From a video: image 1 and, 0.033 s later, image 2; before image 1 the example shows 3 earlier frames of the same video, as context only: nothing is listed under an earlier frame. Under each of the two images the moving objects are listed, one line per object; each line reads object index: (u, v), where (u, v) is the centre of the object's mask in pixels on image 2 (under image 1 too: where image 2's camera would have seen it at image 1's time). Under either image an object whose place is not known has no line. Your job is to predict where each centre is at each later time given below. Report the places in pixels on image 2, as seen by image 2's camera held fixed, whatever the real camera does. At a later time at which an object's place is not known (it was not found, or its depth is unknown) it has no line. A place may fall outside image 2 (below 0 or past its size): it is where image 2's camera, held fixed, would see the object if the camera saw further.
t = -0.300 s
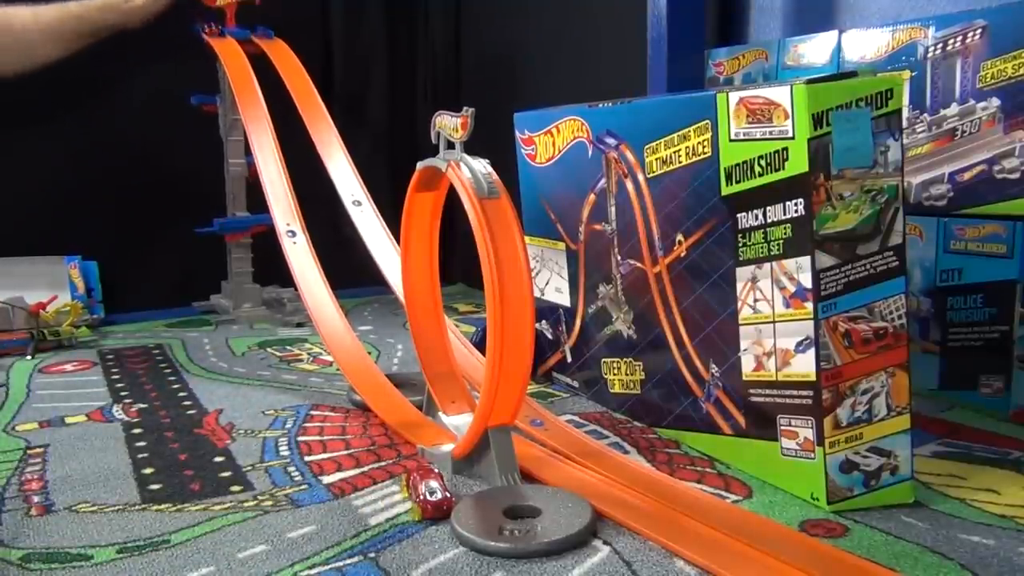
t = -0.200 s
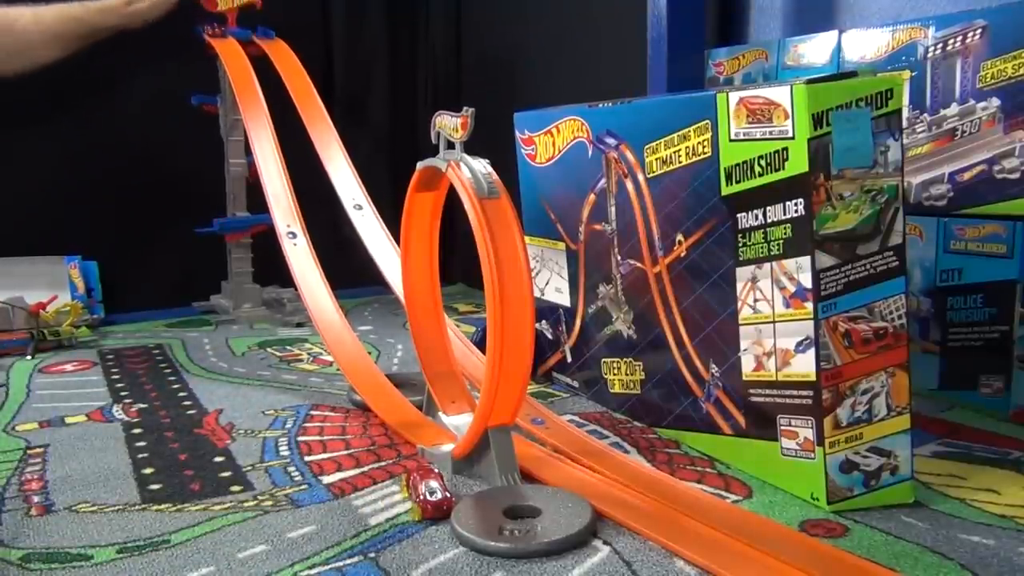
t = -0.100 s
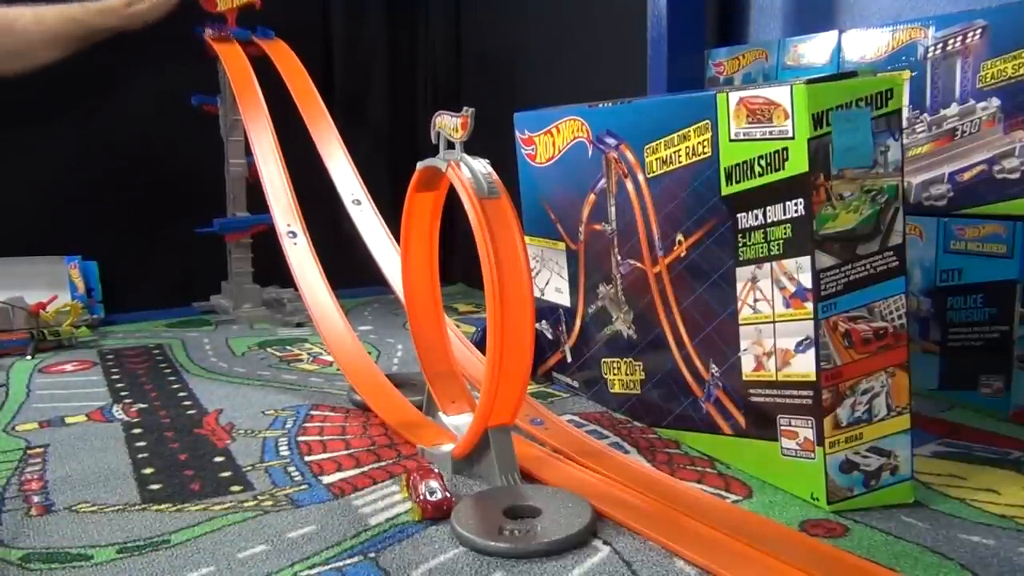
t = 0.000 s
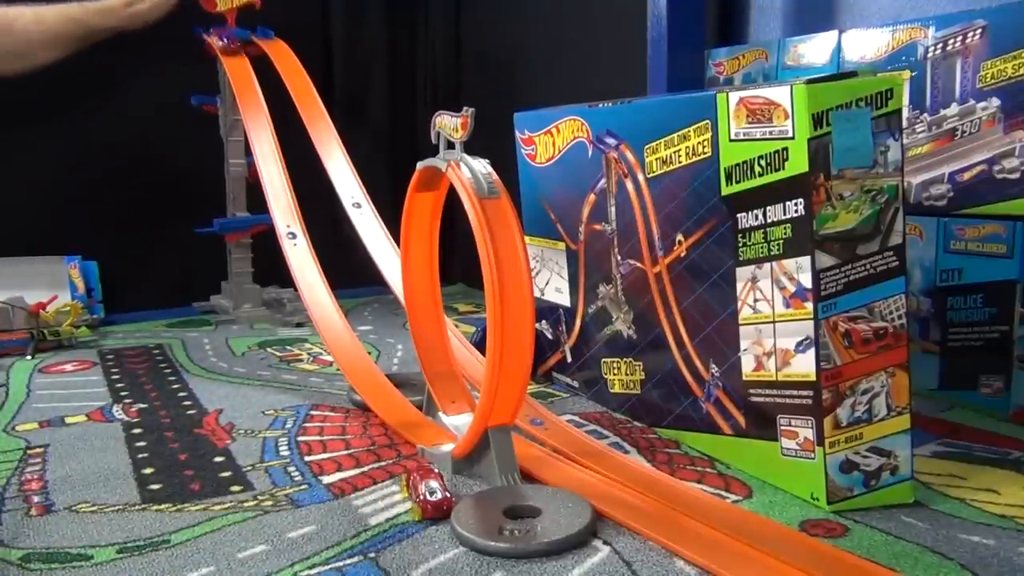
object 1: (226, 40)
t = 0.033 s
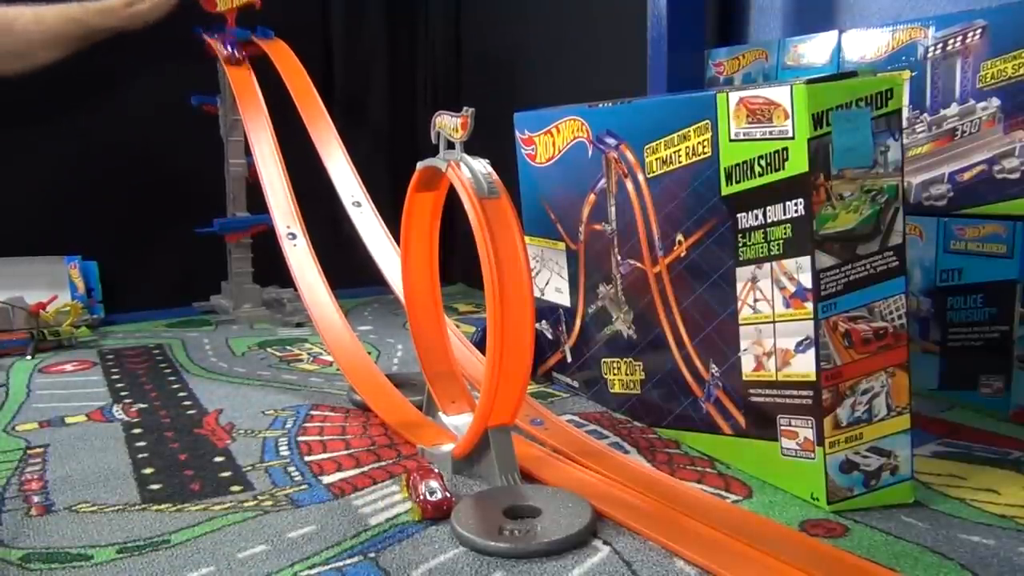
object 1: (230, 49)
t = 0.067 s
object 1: (235, 61)
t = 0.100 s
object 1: (242, 74)
